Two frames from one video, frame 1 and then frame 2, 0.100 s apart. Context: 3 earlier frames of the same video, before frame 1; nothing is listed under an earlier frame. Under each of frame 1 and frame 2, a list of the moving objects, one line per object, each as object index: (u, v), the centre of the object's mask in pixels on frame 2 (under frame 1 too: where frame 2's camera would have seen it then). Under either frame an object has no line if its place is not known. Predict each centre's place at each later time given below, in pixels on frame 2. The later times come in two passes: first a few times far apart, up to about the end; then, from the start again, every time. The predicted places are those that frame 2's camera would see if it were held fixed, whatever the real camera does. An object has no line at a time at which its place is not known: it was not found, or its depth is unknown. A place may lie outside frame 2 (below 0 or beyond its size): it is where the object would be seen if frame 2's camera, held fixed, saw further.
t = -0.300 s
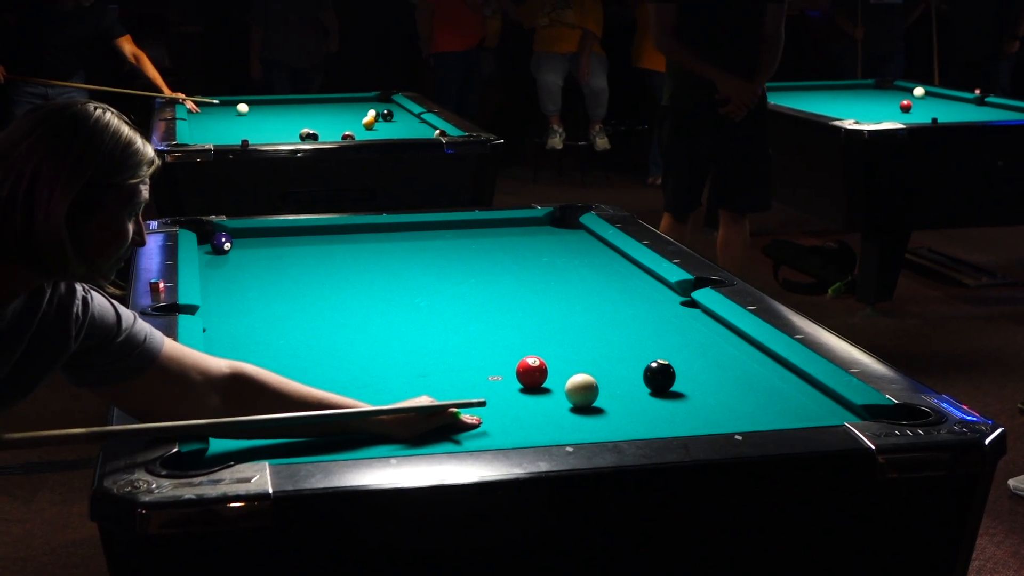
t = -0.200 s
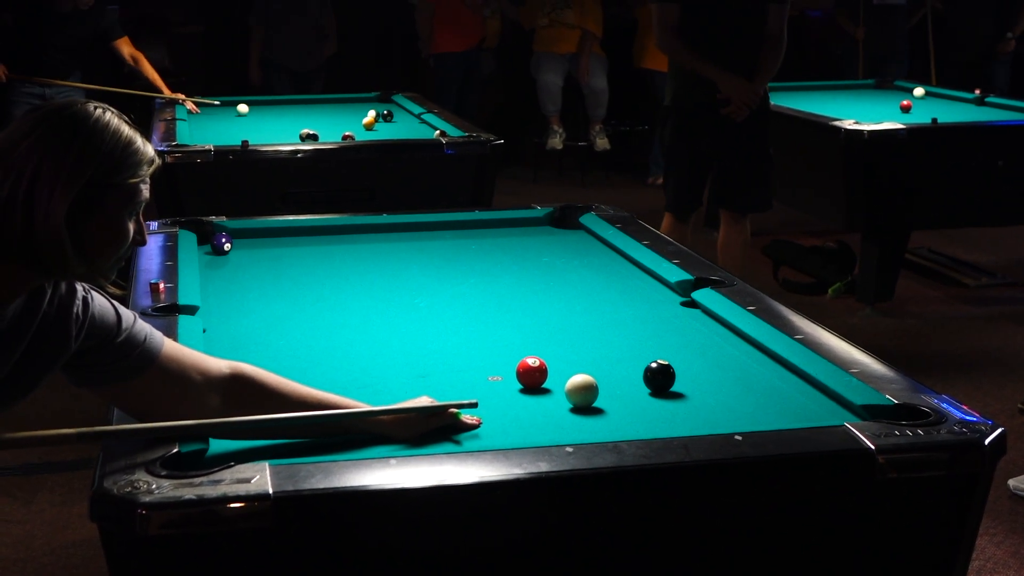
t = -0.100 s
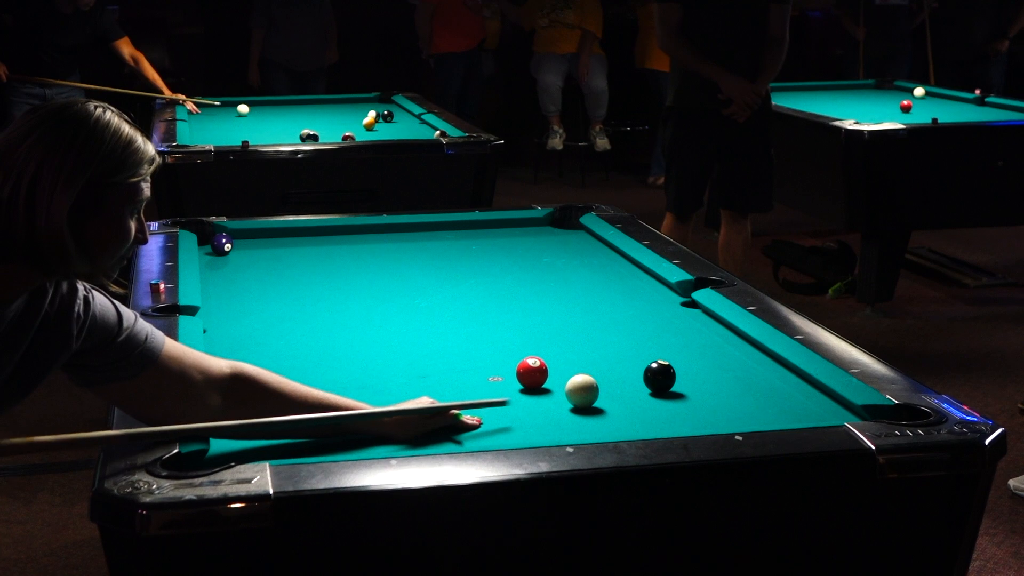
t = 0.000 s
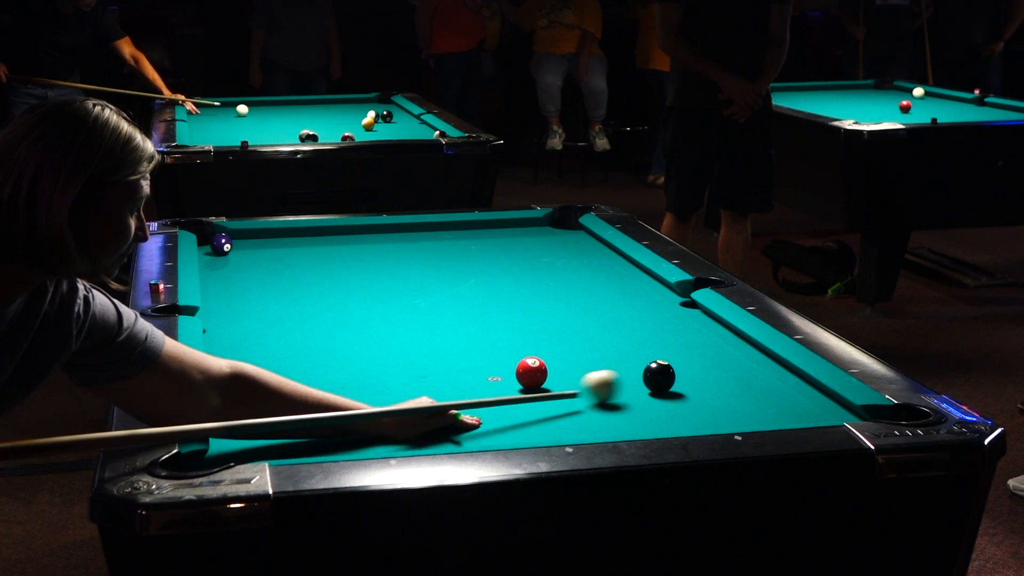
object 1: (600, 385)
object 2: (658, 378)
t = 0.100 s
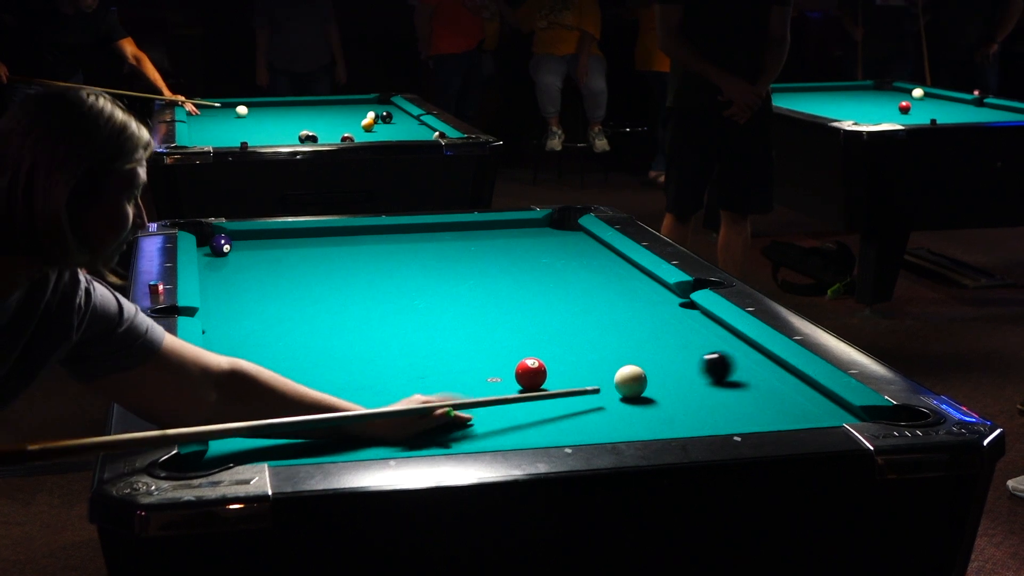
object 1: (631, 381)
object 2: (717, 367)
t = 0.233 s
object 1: (629, 380)
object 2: (724, 358)
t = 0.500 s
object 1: (628, 380)
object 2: (589, 356)
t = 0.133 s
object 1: (630, 381)
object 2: (742, 362)
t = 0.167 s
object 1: (630, 381)
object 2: (762, 359)
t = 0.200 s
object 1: (629, 381)
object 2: (742, 358)
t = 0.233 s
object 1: (629, 380)
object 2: (724, 358)
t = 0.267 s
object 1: (629, 380)
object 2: (705, 358)
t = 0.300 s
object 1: (629, 380)
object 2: (689, 358)
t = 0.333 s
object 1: (629, 380)
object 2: (672, 357)
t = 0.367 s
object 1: (629, 380)
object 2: (656, 358)
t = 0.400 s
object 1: (628, 380)
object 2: (640, 355)
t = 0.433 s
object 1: (628, 380)
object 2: (621, 354)
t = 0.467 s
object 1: (628, 380)
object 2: (606, 357)
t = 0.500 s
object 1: (628, 380)
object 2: (589, 356)
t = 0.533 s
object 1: (627, 379)
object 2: (573, 356)
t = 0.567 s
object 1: (627, 379)
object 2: (557, 356)
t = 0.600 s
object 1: (627, 379)
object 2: (542, 352)
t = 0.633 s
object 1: (627, 379)
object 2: (523, 351)
